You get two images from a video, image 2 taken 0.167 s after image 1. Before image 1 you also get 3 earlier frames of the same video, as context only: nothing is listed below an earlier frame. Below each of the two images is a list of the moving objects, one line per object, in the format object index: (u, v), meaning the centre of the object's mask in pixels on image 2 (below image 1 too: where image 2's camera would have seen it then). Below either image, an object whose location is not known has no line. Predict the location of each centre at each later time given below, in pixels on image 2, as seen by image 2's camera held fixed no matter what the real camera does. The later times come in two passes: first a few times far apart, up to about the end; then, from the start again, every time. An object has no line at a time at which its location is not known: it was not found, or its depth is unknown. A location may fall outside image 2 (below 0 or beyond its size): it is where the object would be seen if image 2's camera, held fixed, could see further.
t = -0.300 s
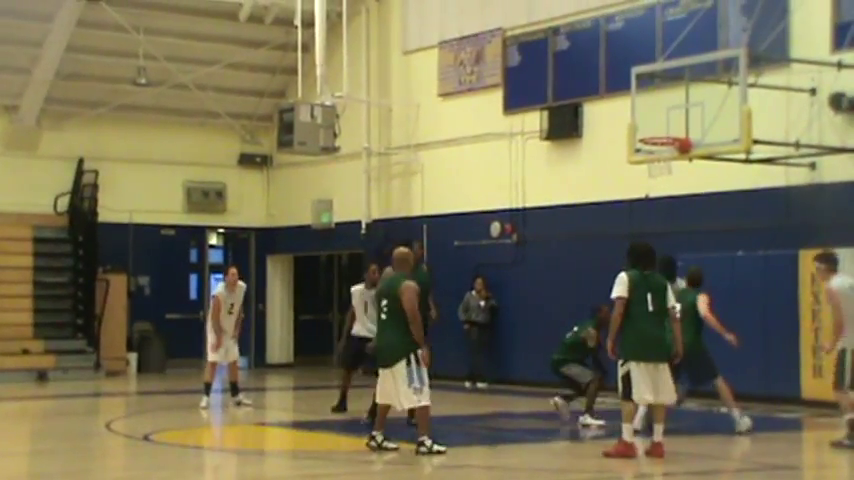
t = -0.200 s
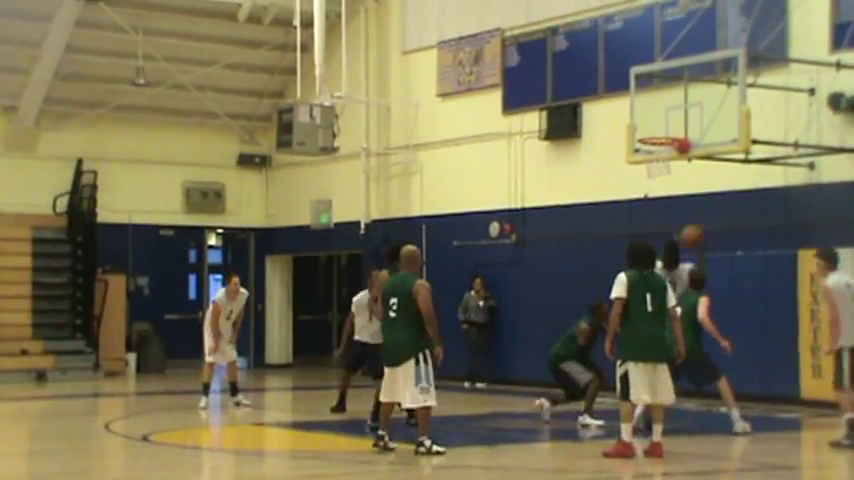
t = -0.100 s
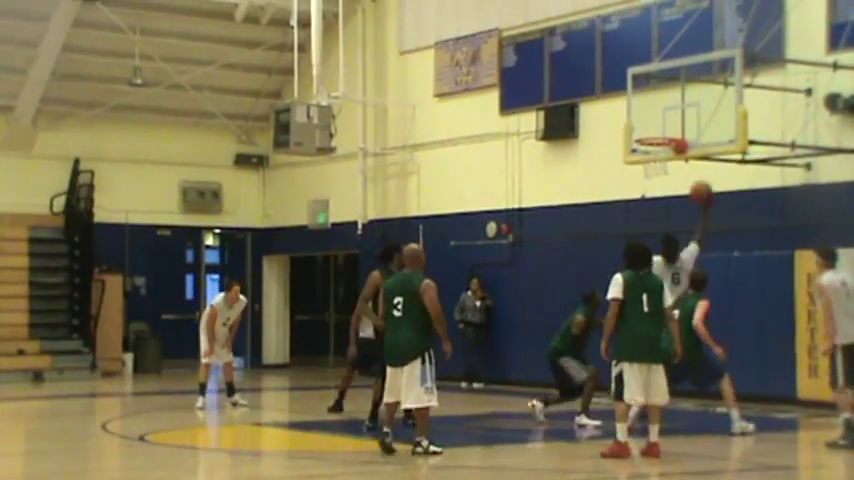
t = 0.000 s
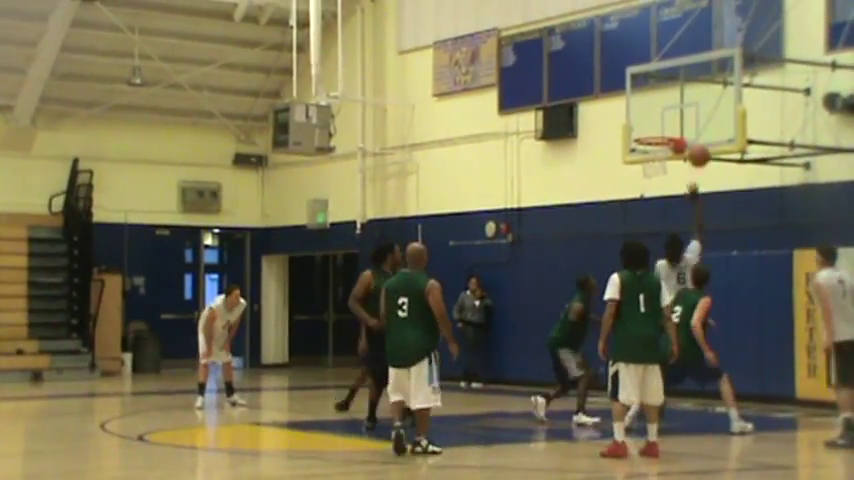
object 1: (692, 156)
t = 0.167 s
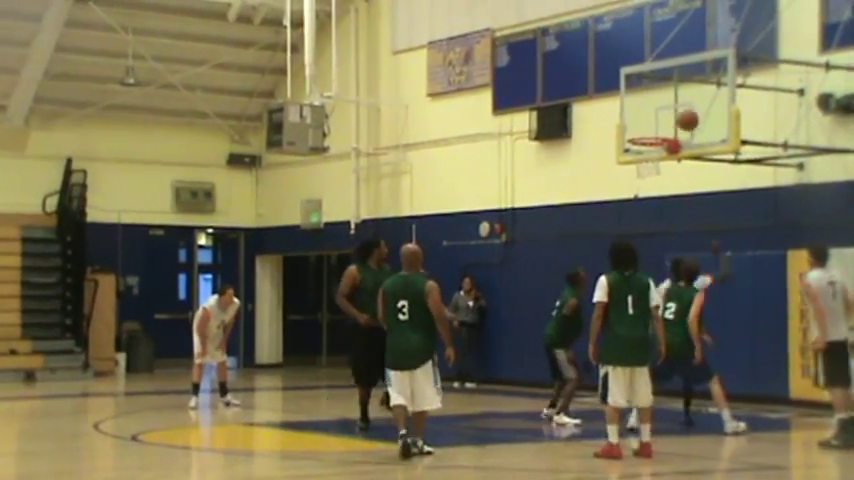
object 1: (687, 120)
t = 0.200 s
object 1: (684, 116)
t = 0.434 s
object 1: (643, 121)
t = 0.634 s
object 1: (645, 122)
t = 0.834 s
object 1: (661, 123)
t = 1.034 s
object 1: (667, 127)
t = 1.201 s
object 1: (677, 125)
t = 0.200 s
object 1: (684, 116)
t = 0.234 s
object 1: (678, 114)
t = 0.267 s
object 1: (672, 113)
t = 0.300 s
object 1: (666, 113)
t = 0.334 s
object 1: (660, 113)
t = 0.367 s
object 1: (654, 115)
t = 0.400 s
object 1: (649, 118)
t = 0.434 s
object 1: (643, 121)
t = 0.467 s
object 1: (637, 126)
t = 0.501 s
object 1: (632, 131)
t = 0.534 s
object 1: (634, 128)
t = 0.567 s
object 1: (638, 125)
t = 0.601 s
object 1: (641, 123)
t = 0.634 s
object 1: (645, 122)
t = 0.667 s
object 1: (648, 121)
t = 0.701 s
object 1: (651, 122)
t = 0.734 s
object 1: (654, 124)
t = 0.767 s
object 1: (658, 127)
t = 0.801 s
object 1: (660, 126)
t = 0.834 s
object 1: (661, 123)
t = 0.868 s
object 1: (662, 121)
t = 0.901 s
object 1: (663, 120)
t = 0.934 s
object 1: (664, 120)
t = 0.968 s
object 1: (665, 122)
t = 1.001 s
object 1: (666, 124)
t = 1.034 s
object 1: (667, 127)
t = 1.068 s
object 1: (670, 125)
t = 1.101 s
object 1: (672, 123)
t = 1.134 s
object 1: (674, 123)
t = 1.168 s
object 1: (675, 124)
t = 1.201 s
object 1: (677, 125)
